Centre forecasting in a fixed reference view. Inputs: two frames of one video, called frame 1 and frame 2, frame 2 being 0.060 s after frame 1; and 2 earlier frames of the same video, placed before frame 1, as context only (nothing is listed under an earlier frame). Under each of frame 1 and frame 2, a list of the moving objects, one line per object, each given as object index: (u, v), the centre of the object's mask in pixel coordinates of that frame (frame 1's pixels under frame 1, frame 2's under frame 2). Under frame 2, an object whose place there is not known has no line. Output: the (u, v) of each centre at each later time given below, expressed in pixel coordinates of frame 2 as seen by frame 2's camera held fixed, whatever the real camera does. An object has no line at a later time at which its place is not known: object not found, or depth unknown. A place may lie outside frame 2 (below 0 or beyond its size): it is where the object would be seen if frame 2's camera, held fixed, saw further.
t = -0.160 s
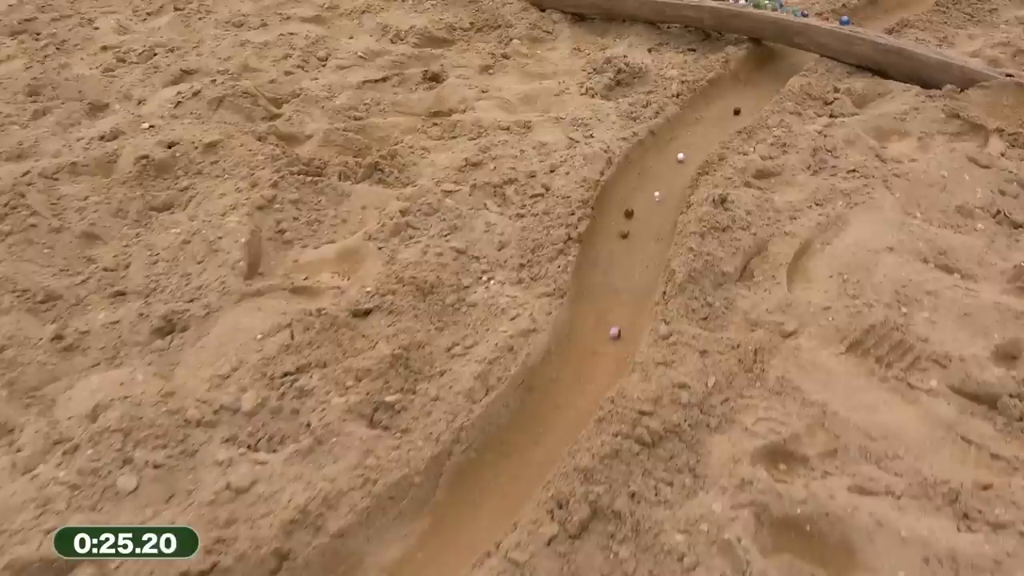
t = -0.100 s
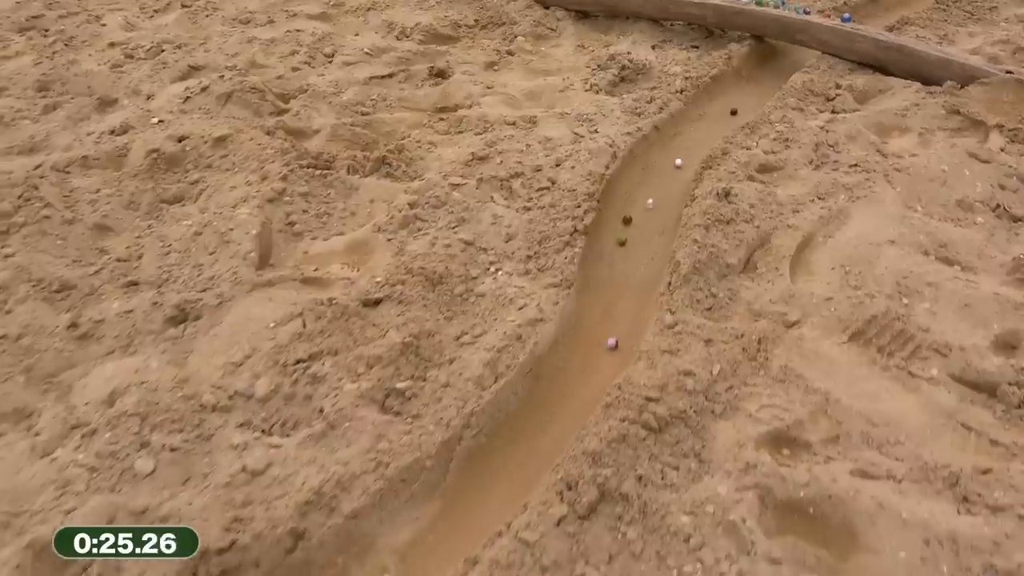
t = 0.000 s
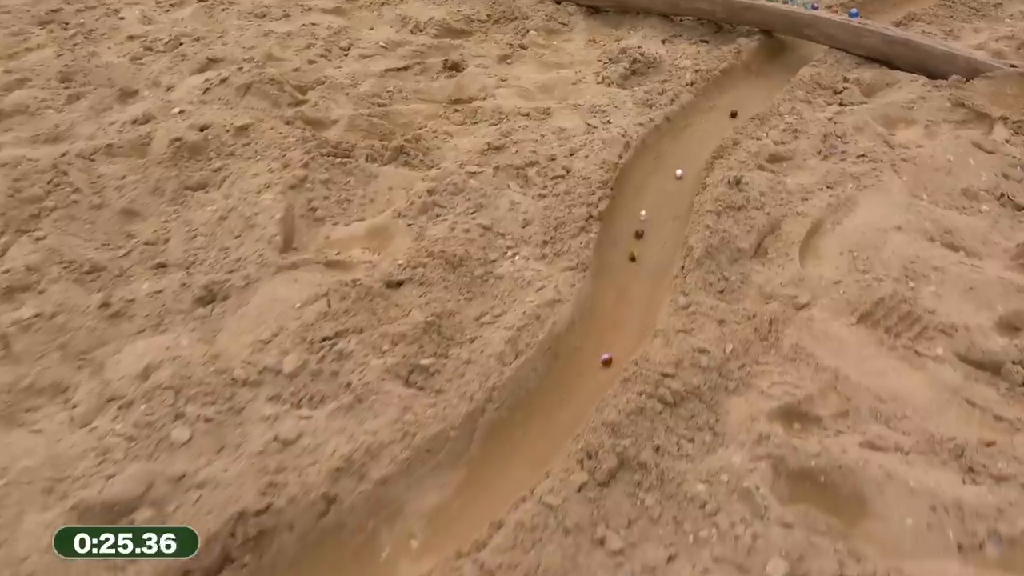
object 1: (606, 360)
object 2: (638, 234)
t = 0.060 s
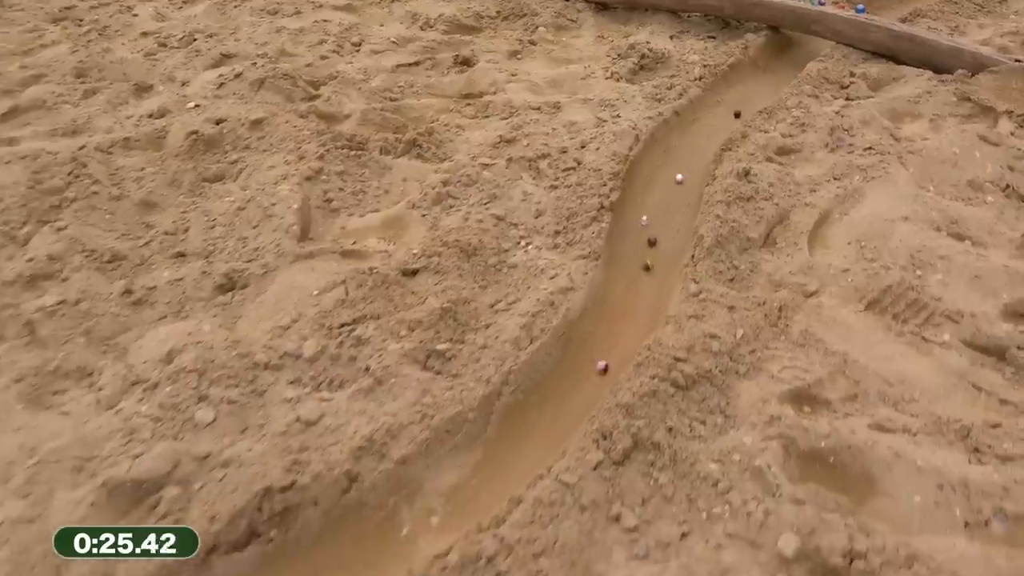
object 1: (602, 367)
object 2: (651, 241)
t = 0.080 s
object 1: (597, 376)
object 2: (652, 247)
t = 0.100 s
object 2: (653, 253)
